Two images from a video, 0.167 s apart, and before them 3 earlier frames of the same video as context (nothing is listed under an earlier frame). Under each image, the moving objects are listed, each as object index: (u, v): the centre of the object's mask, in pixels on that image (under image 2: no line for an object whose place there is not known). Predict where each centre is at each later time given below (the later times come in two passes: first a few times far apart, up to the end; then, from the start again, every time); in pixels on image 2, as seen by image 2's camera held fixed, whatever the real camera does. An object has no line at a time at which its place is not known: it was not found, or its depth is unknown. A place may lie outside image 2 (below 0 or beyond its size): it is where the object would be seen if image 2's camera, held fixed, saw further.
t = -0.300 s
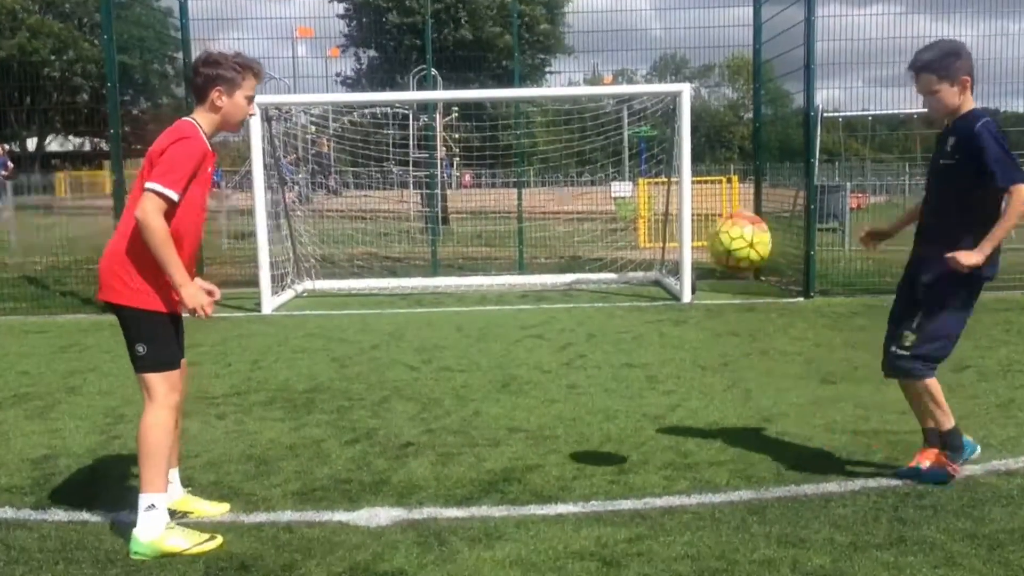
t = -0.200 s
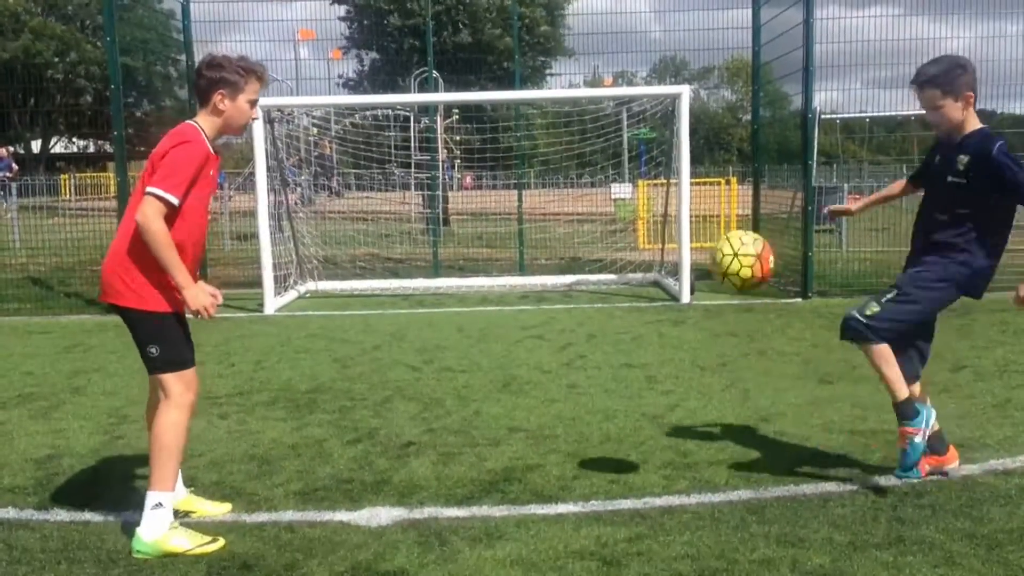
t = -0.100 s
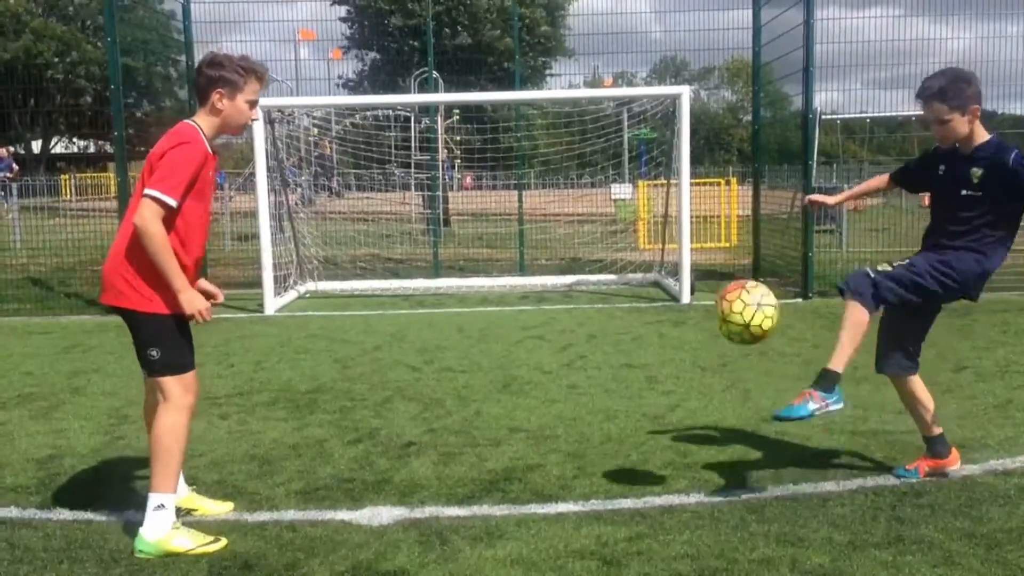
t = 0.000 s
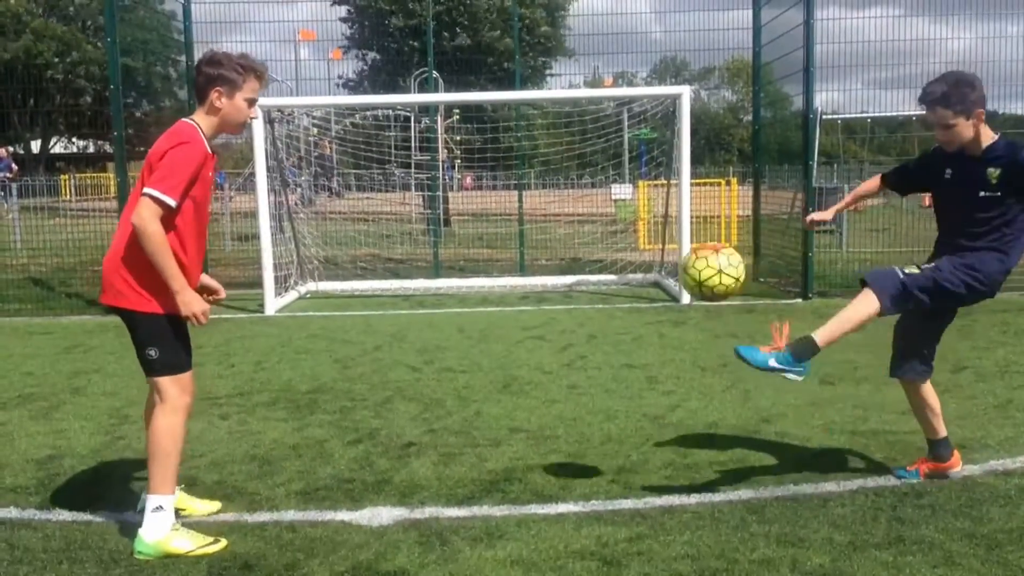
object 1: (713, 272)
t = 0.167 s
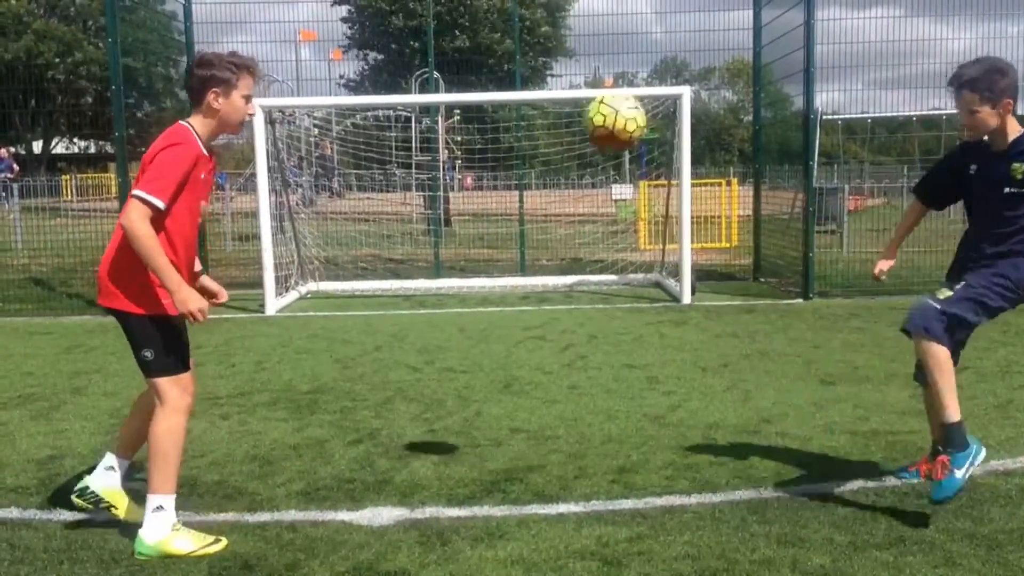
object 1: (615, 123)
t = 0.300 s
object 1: (537, 59)
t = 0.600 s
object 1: (383, 103)
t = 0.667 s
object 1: (353, 146)
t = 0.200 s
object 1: (595, 100)
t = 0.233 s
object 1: (576, 83)
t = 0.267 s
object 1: (557, 70)
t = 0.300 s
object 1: (537, 59)
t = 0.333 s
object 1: (520, 53)
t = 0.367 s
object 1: (501, 47)
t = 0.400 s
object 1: (484, 46)
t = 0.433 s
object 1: (466, 47)
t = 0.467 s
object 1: (449, 52)
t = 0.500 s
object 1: (432, 59)
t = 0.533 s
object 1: (415, 71)
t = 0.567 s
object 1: (399, 85)
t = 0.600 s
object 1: (383, 103)
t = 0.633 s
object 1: (368, 123)
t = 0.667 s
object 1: (353, 146)
